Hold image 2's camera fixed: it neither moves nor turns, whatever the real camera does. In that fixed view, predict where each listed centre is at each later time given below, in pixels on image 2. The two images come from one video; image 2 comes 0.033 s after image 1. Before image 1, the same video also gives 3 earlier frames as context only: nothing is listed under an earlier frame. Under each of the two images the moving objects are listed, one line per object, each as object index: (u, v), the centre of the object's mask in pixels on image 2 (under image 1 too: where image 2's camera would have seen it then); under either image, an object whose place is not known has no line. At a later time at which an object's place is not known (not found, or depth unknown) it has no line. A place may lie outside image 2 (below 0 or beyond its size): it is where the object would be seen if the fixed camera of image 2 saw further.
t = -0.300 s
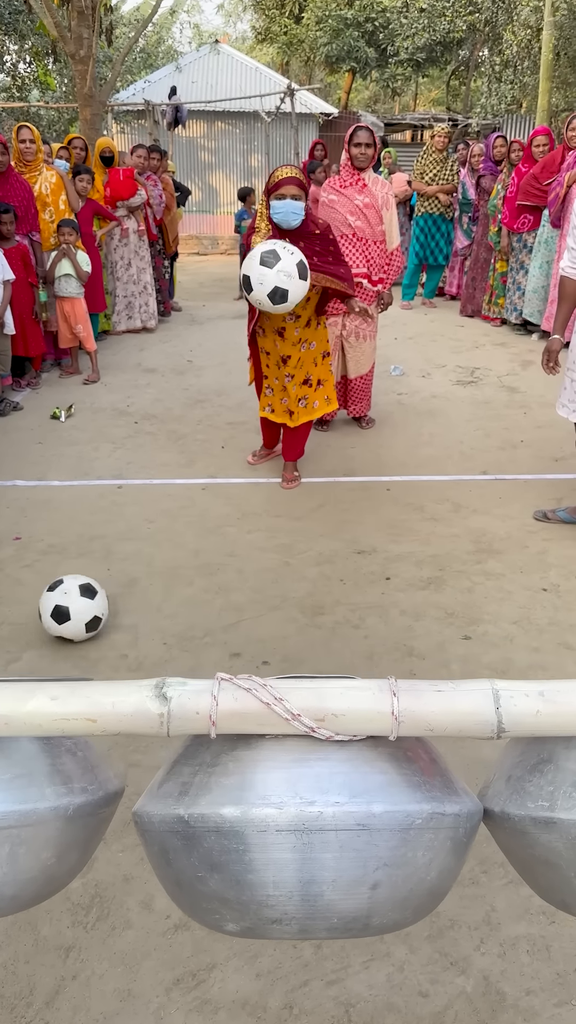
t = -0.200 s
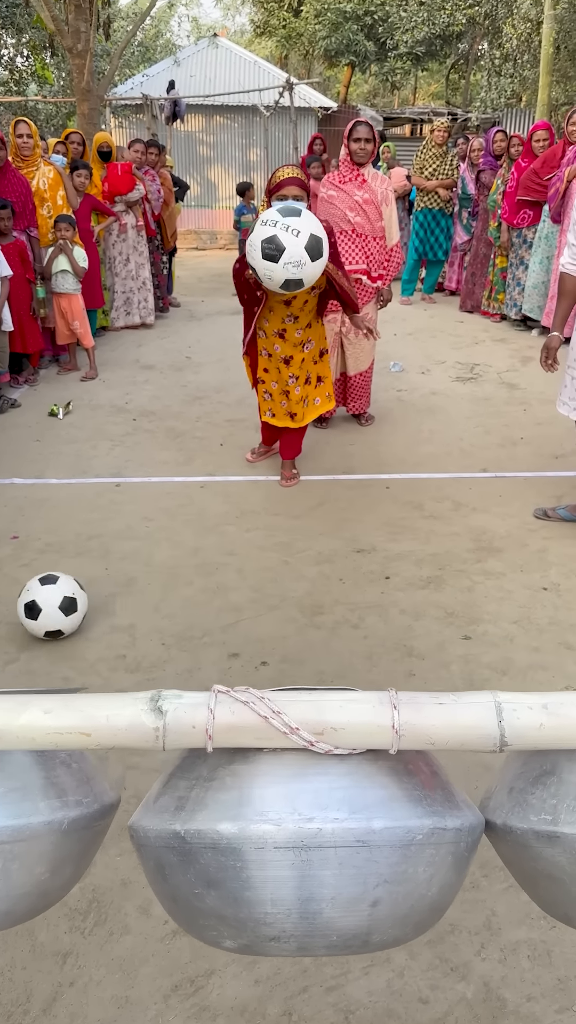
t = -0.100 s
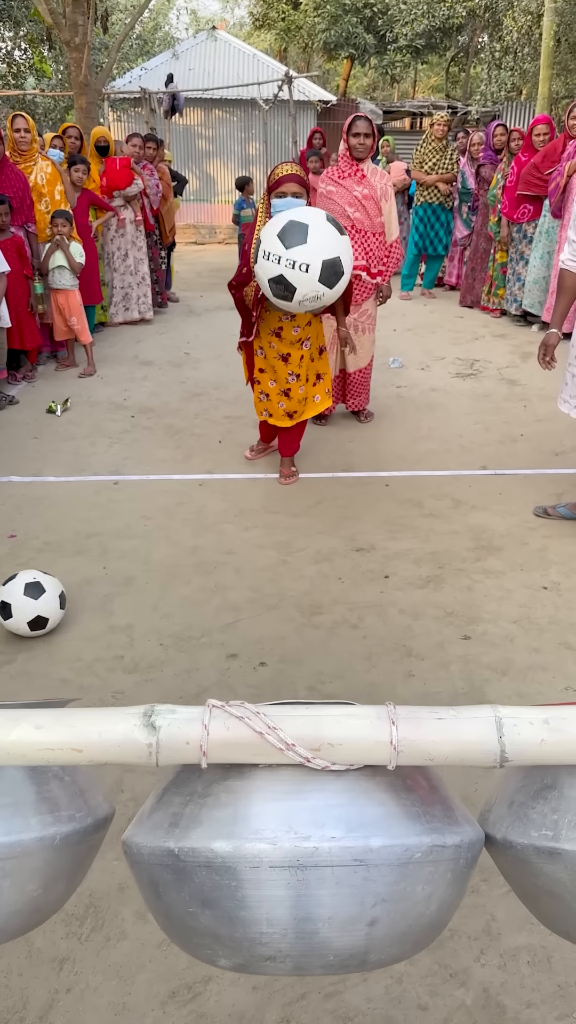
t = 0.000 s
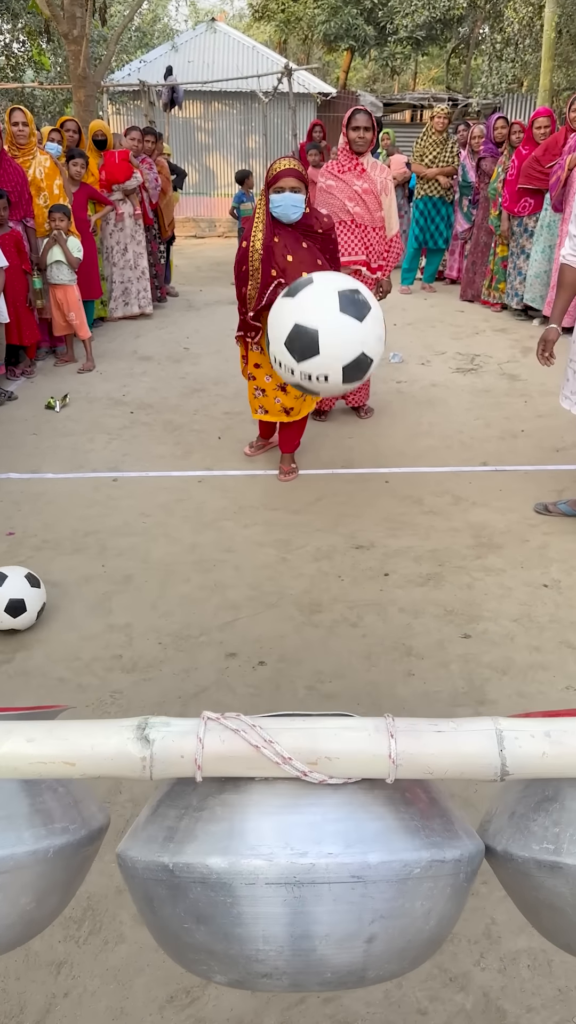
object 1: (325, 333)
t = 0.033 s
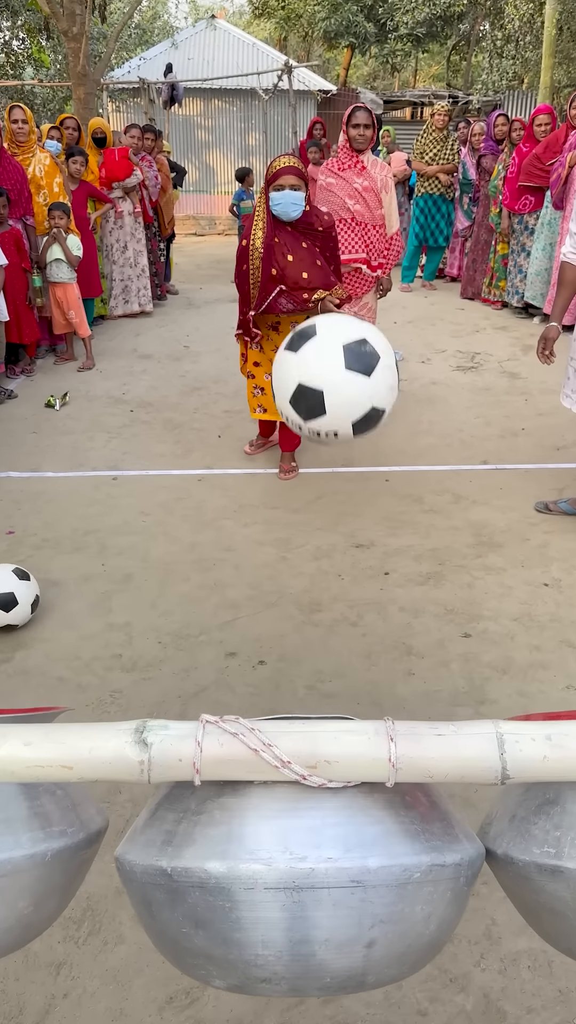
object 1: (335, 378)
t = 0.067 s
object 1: (345, 437)
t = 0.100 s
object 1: (357, 508)
